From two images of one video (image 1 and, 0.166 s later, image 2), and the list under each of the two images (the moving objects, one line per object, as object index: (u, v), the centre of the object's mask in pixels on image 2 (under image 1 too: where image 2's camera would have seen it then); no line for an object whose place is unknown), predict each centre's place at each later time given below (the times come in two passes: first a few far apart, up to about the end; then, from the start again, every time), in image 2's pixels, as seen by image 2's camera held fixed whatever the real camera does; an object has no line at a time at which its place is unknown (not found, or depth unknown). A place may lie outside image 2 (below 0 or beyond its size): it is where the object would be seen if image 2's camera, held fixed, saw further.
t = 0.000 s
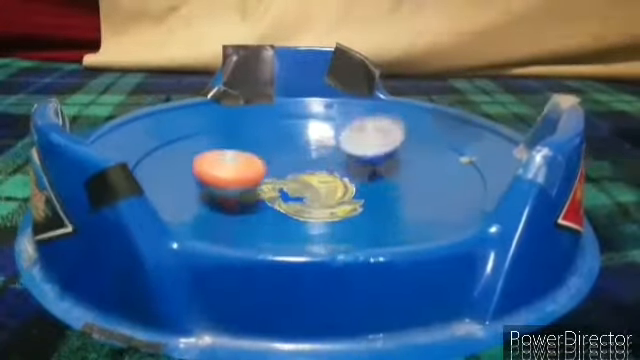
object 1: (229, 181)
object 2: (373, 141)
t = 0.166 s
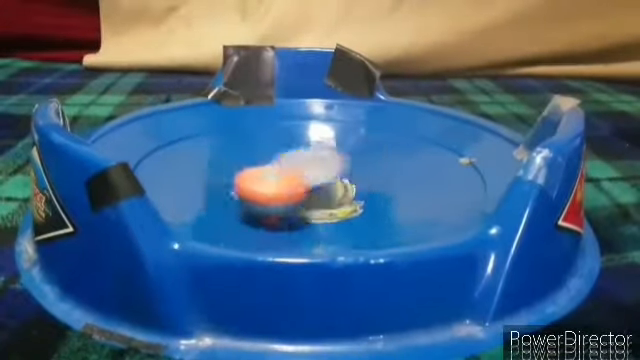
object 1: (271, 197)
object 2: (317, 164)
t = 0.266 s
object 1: (292, 212)
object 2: (244, 152)
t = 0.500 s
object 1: (369, 209)
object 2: (218, 120)
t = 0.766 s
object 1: (366, 192)
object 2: (308, 163)
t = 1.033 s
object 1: (344, 196)
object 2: (228, 141)
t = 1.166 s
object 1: (313, 191)
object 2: (217, 126)
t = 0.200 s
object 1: (278, 209)
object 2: (279, 160)
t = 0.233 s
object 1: (282, 210)
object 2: (262, 159)
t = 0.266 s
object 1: (292, 212)
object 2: (244, 152)
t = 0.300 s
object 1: (300, 212)
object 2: (223, 137)
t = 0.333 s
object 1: (314, 213)
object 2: (213, 130)
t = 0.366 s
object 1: (329, 214)
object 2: (209, 123)
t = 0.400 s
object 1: (342, 212)
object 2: (207, 119)
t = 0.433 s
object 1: (354, 212)
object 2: (207, 116)
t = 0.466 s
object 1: (362, 211)
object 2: (212, 118)
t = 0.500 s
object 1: (369, 209)
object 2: (218, 120)
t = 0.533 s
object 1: (375, 207)
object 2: (225, 122)
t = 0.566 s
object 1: (379, 205)
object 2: (233, 123)
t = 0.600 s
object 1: (382, 203)
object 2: (246, 131)
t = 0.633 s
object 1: (382, 200)
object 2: (258, 139)
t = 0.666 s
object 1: (380, 199)
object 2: (280, 151)
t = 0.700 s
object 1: (377, 196)
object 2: (292, 159)
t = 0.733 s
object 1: (372, 194)
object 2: (308, 165)
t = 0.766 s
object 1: (366, 192)
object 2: (308, 163)
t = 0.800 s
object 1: (361, 190)
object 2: (321, 169)
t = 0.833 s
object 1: (362, 190)
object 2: (315, 171)
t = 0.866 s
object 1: (362, 191)
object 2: (303, 172)
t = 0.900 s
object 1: (362, 194)
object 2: (290, 170)
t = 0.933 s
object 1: (360, 196)
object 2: (262, 157)
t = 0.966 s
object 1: (356, 197)
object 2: (250, 153)
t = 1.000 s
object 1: (352, 197)
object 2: (248, 158)
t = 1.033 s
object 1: (344, 196)
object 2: (228, 141)
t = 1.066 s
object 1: (337, 195)
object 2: (222, 137)
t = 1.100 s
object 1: (330, 194)
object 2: (217, 133)
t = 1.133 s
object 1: (322, 192)
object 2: (216, 130)
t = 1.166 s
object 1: (313, 191)
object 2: (217, 126)
